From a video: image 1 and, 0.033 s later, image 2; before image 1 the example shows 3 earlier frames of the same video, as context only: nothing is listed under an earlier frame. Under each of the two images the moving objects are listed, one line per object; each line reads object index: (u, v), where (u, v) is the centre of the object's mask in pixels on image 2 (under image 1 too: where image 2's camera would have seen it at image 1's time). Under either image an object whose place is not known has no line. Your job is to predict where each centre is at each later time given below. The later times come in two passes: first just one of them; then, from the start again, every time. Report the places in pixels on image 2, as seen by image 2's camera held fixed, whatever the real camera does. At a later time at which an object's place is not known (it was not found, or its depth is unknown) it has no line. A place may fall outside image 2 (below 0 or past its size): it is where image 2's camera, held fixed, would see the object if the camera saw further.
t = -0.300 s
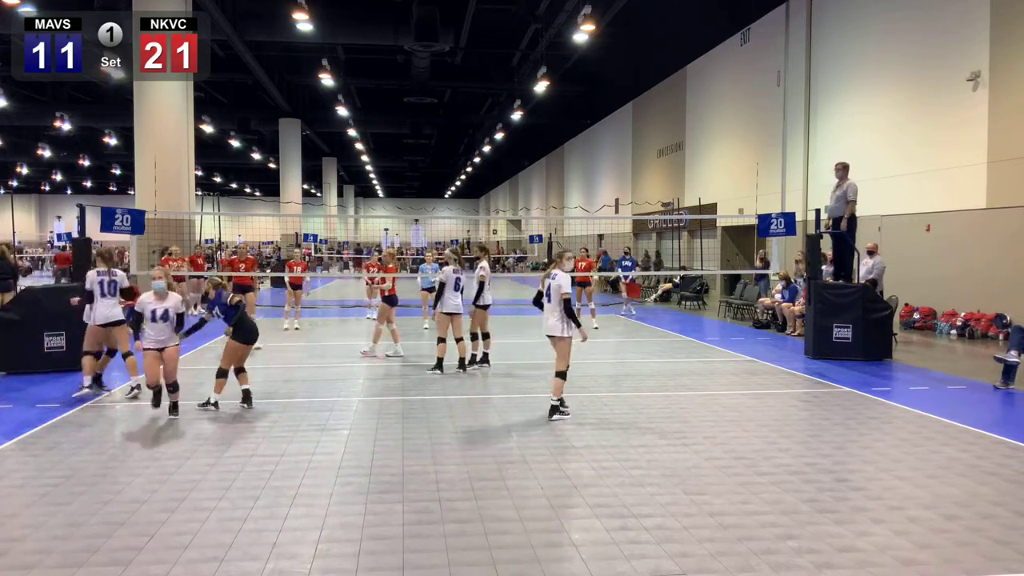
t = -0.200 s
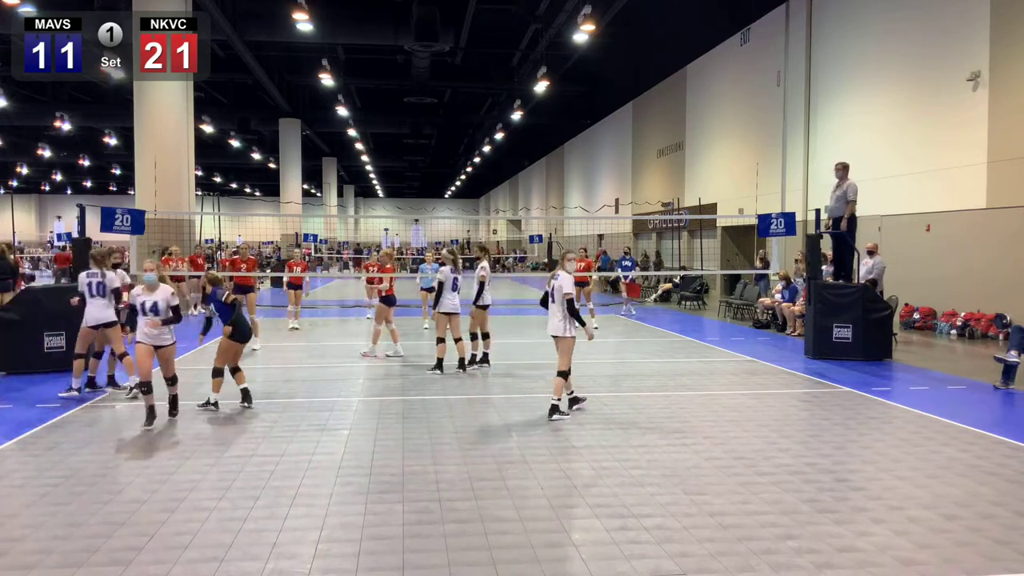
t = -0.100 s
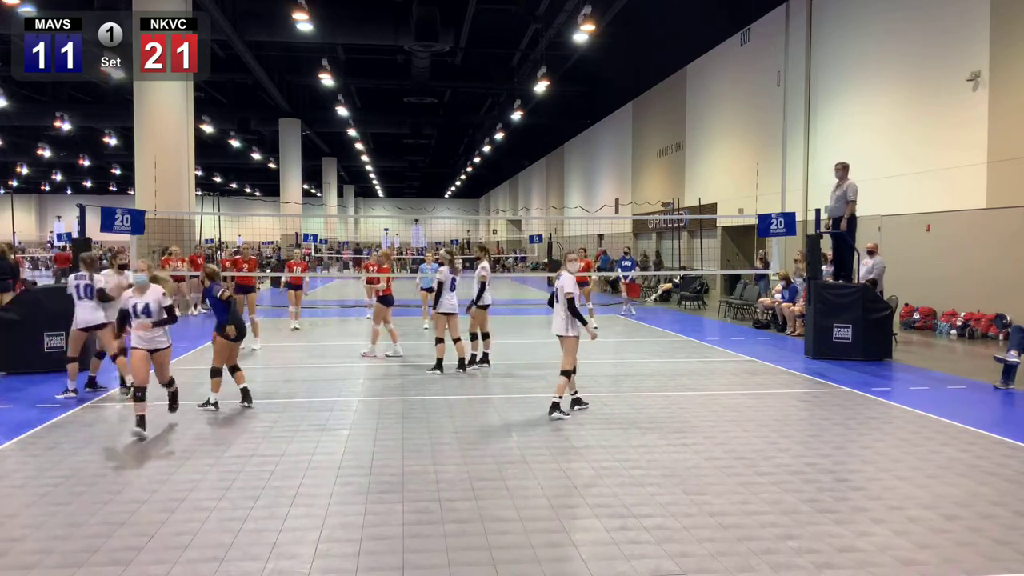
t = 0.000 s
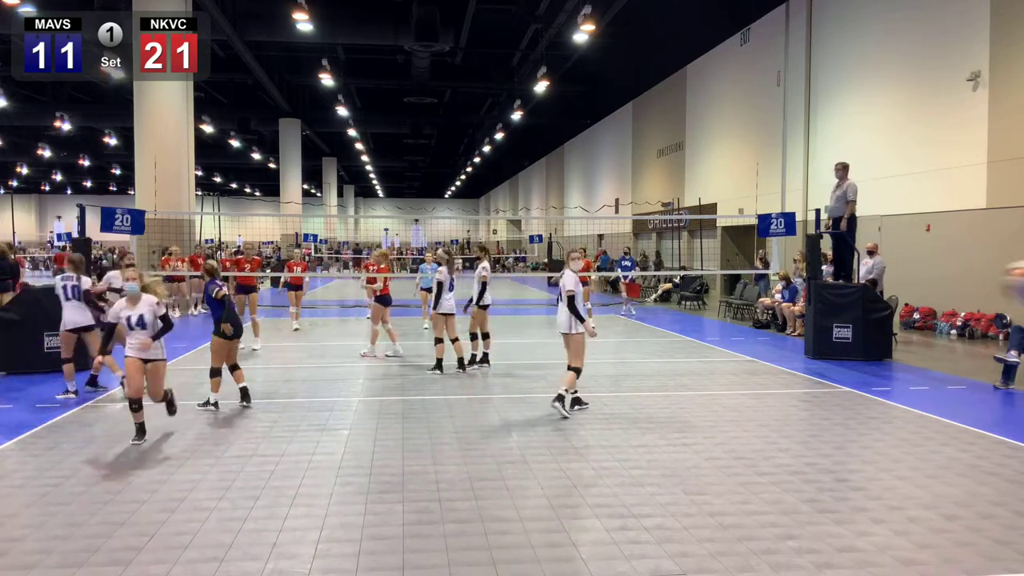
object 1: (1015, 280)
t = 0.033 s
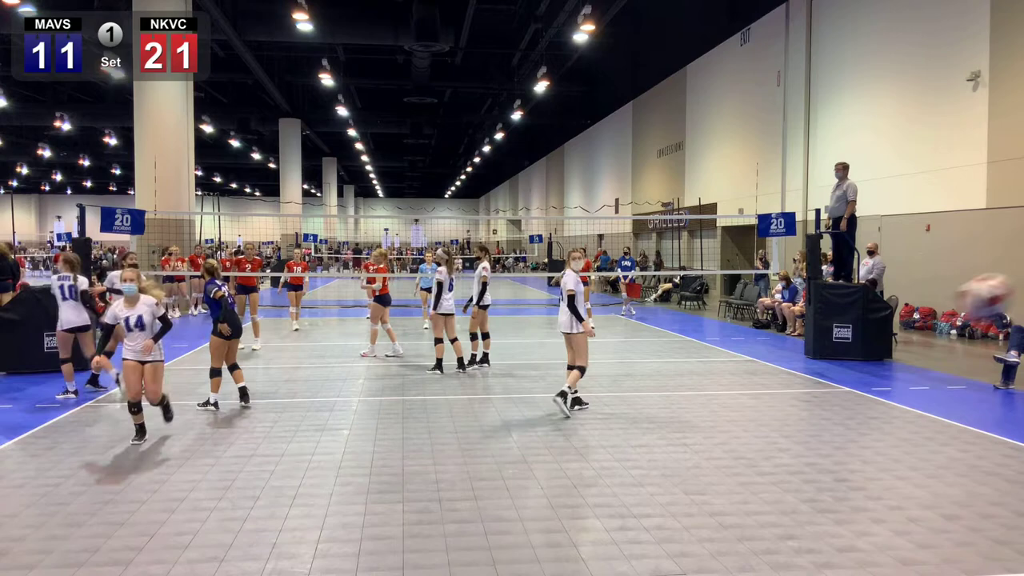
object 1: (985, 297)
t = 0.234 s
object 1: (682, 474)
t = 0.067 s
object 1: (936, 320)
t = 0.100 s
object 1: (884, 343)
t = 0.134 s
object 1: (840, 370)
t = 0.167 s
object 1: (784, 407)
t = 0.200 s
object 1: (735, 438)
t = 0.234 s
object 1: (682, 474)
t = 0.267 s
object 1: (629, 513)
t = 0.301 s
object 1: (578, 553)
